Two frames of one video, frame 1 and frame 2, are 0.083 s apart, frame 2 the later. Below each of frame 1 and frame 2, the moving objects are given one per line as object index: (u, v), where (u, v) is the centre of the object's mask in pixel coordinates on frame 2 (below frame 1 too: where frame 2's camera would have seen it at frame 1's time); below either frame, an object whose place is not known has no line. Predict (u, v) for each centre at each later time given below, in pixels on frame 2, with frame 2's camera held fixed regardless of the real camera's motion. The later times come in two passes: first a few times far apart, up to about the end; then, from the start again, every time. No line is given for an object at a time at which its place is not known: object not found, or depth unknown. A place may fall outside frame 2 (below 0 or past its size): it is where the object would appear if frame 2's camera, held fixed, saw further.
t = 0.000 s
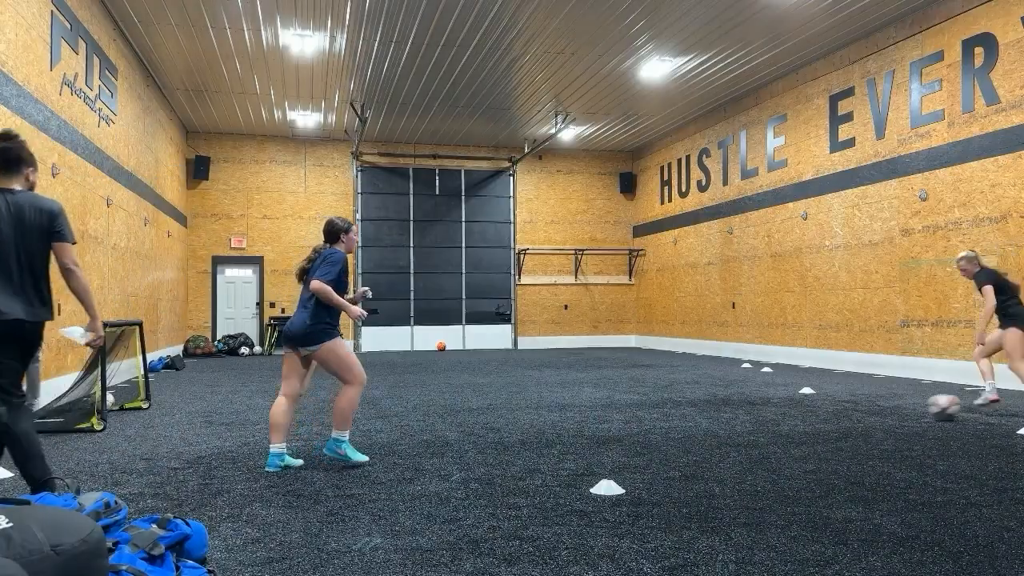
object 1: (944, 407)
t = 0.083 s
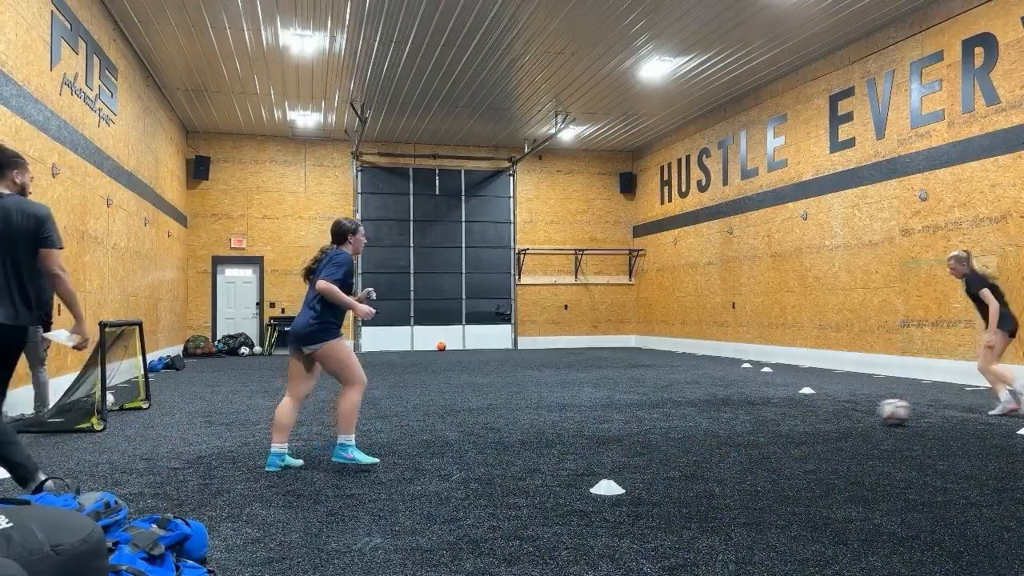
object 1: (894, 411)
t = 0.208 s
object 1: (819, 418)
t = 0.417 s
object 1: (695, 427)
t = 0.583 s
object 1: (601, 437)
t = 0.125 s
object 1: (869, 414)
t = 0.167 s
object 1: (844, 417)
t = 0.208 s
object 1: (819, 418)
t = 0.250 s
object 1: (793, 421)
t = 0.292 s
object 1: (769, 422)
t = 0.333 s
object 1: (744, 425)
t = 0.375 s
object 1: (721, 425)
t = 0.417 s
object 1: (695, 427)
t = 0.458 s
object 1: (672, 430)
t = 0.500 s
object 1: (648, 432)
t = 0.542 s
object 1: (625, 436)
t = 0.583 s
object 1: (601, 437)
